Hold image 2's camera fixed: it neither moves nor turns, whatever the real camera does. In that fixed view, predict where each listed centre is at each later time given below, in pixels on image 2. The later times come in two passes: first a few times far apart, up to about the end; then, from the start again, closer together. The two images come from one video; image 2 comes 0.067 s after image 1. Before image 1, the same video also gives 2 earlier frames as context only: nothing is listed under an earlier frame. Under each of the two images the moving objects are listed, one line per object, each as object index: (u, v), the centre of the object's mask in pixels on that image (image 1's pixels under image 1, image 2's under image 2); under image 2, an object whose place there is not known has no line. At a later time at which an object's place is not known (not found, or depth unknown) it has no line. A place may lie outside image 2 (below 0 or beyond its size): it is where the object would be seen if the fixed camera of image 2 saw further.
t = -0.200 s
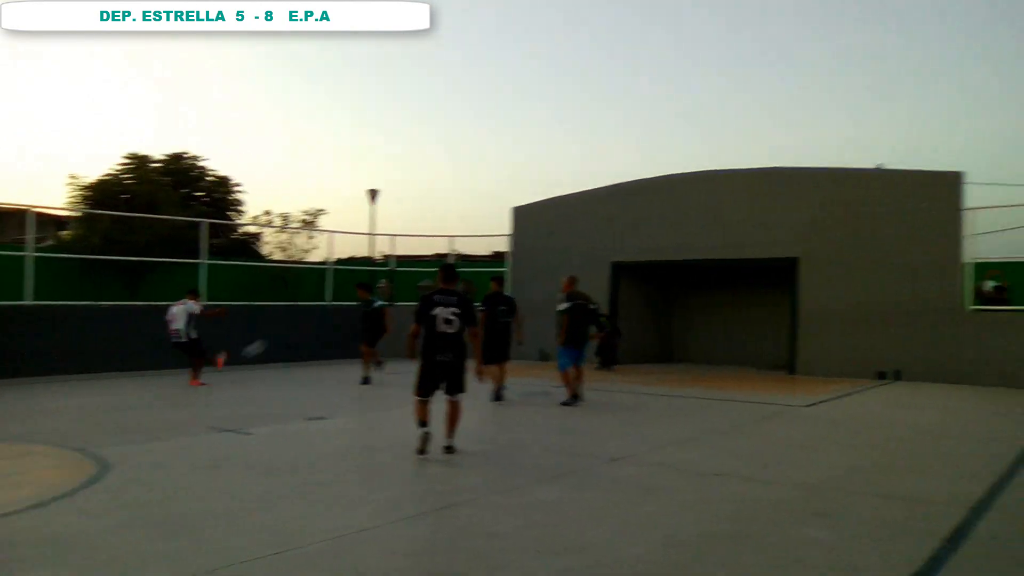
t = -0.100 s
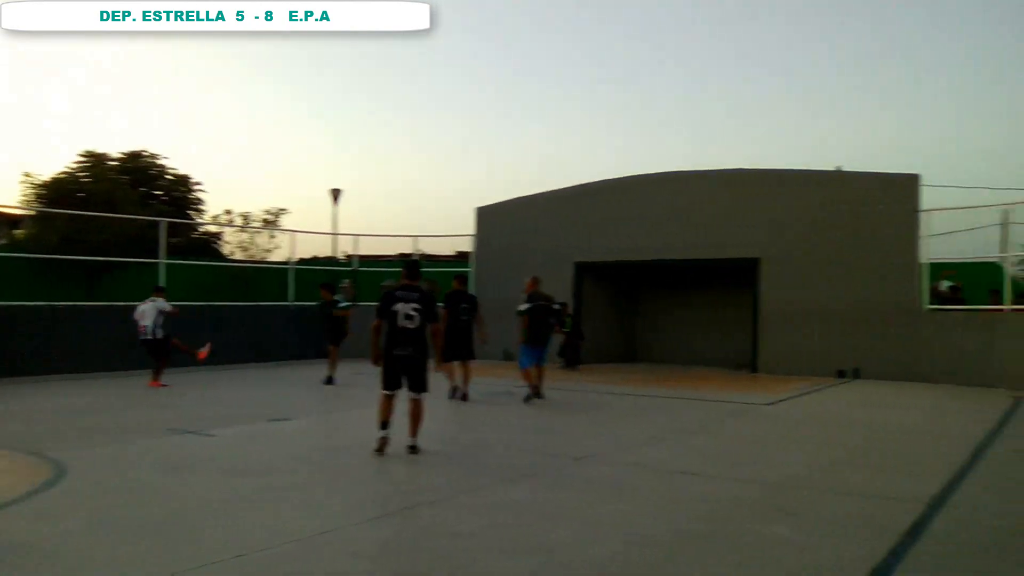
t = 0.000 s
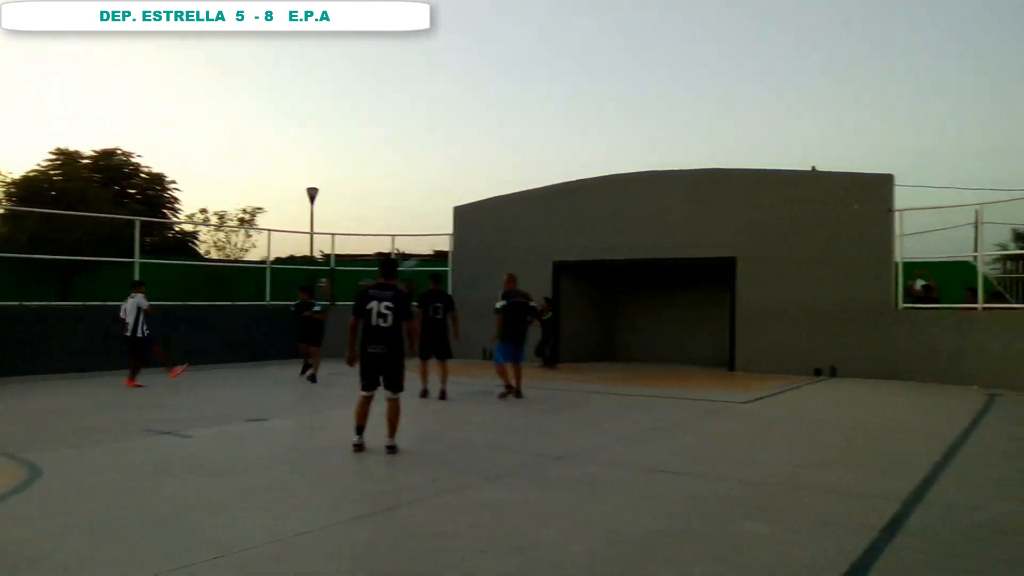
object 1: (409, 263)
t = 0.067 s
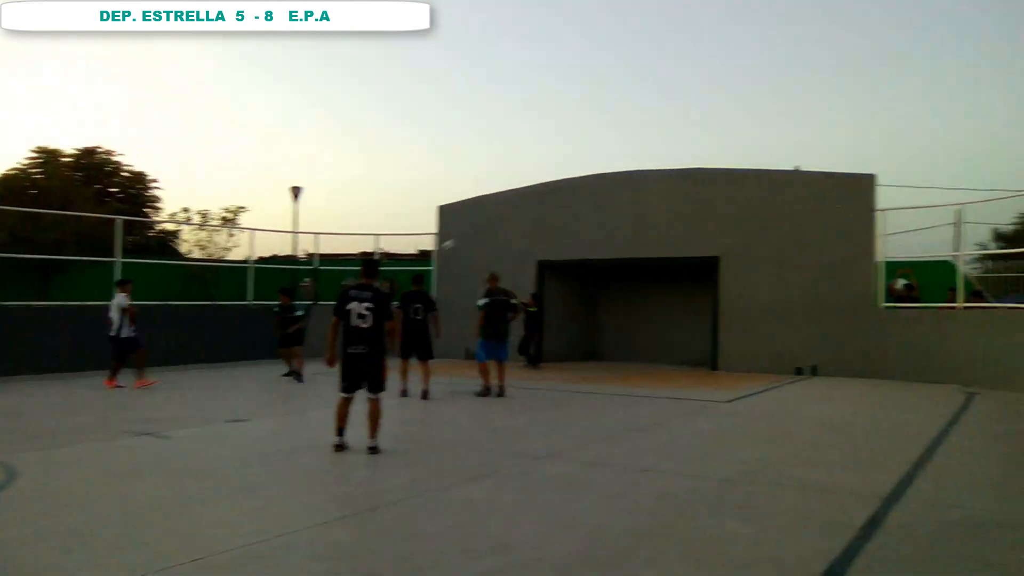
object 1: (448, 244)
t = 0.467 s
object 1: (453, 170)
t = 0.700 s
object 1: (387, 146)
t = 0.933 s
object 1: (294, 150)
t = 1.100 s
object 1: (196, 184)
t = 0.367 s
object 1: (476, 185)
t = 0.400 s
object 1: (469, 180)
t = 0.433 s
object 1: (461, 175)
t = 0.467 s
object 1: (453, 170)
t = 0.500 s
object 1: (445, 165)
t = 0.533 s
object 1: (436, 161)
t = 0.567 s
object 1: (427, 157)
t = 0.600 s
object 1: (418, 153)
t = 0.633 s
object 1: (408, 150)
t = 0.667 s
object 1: (398, 148)
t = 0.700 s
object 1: (387, 146)
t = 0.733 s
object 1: (377, 144)
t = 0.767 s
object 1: (365, 143)
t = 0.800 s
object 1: (352, 143)
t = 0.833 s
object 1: (339, 143)
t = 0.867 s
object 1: (325, 144)
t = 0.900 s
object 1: (310, 146)
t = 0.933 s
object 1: (294, 150)
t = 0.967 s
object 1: (277, 153)
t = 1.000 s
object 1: (260, 159)
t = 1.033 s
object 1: (240, 165)
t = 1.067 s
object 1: (219, 174)
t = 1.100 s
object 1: (196, 184)
